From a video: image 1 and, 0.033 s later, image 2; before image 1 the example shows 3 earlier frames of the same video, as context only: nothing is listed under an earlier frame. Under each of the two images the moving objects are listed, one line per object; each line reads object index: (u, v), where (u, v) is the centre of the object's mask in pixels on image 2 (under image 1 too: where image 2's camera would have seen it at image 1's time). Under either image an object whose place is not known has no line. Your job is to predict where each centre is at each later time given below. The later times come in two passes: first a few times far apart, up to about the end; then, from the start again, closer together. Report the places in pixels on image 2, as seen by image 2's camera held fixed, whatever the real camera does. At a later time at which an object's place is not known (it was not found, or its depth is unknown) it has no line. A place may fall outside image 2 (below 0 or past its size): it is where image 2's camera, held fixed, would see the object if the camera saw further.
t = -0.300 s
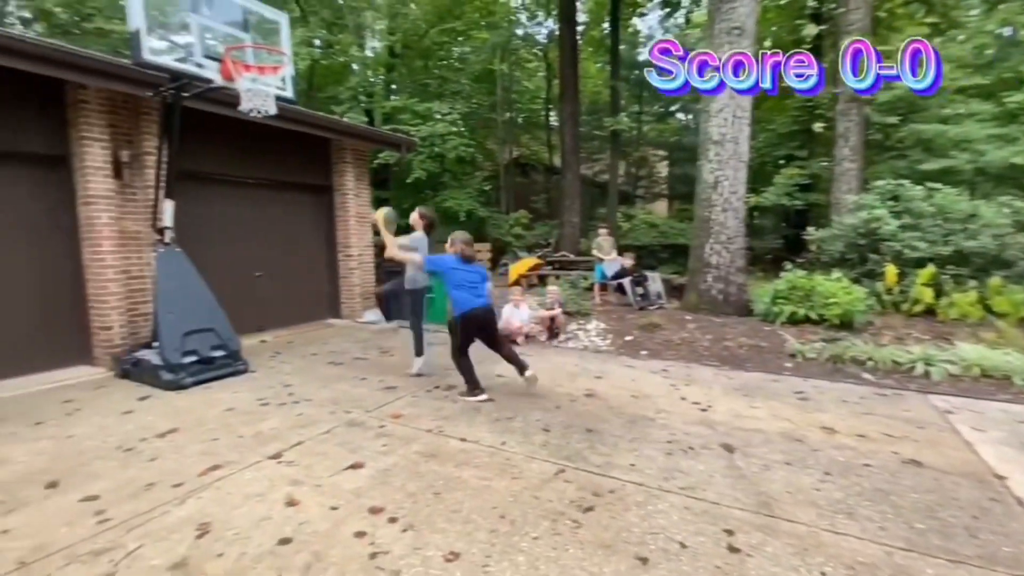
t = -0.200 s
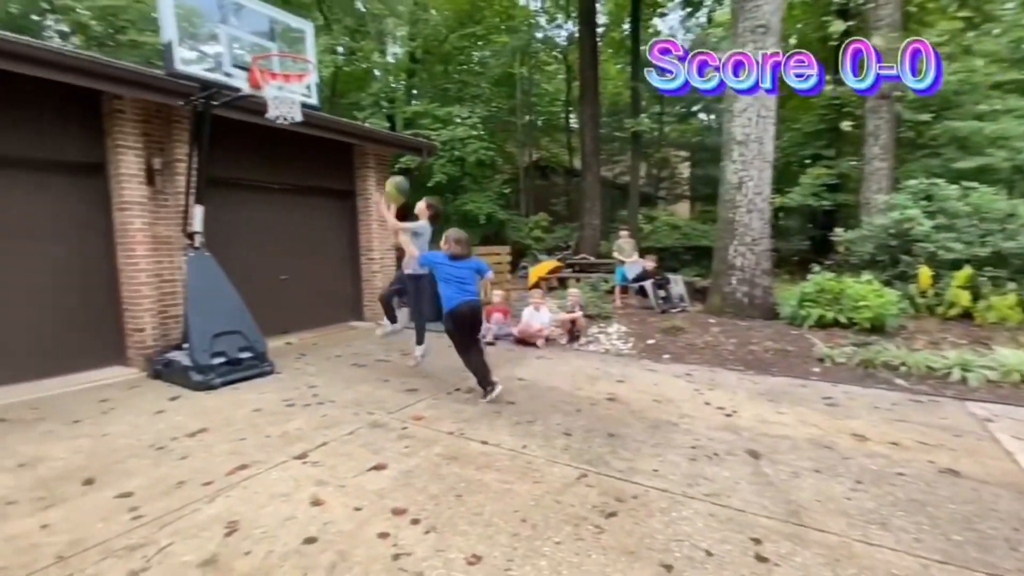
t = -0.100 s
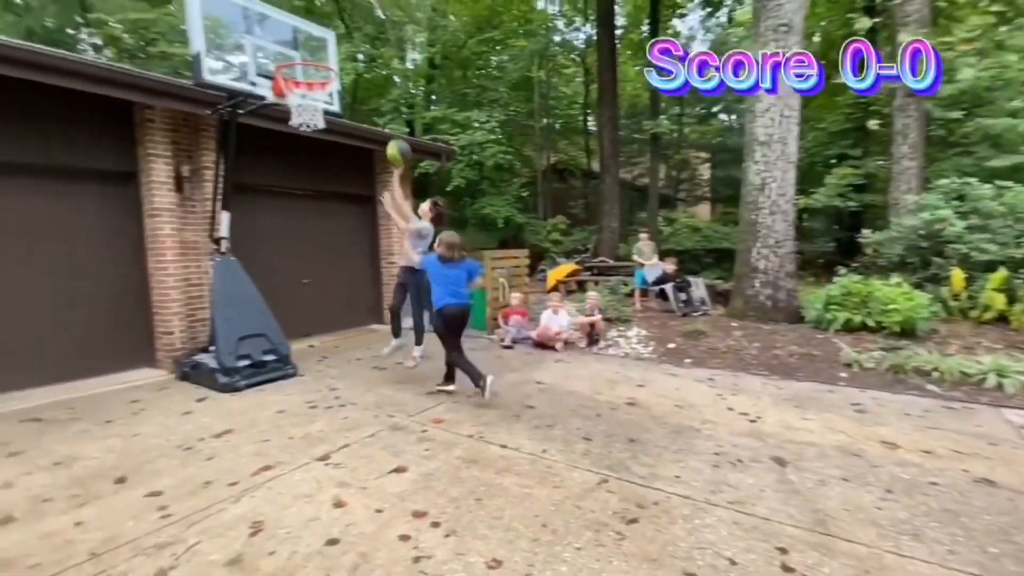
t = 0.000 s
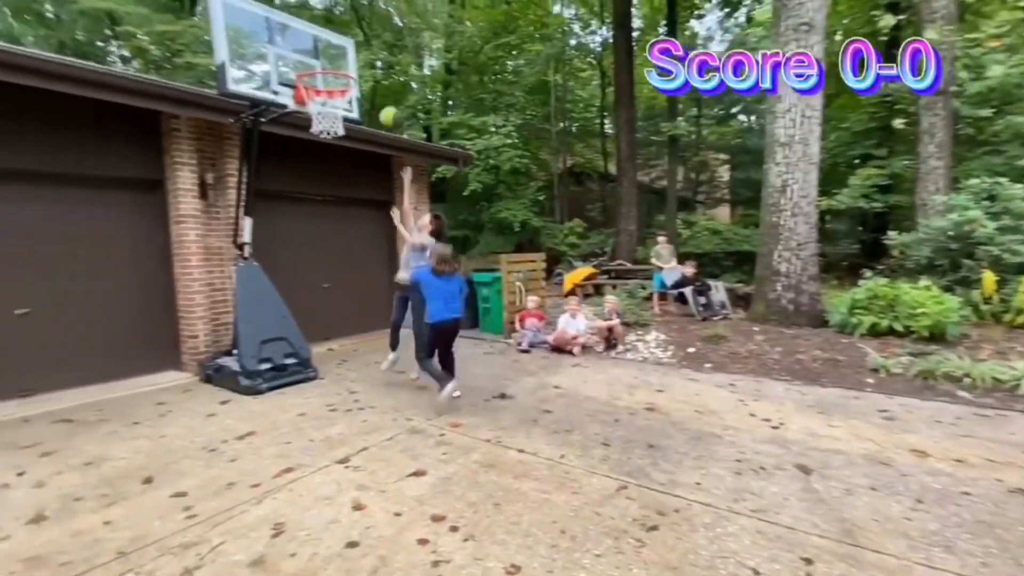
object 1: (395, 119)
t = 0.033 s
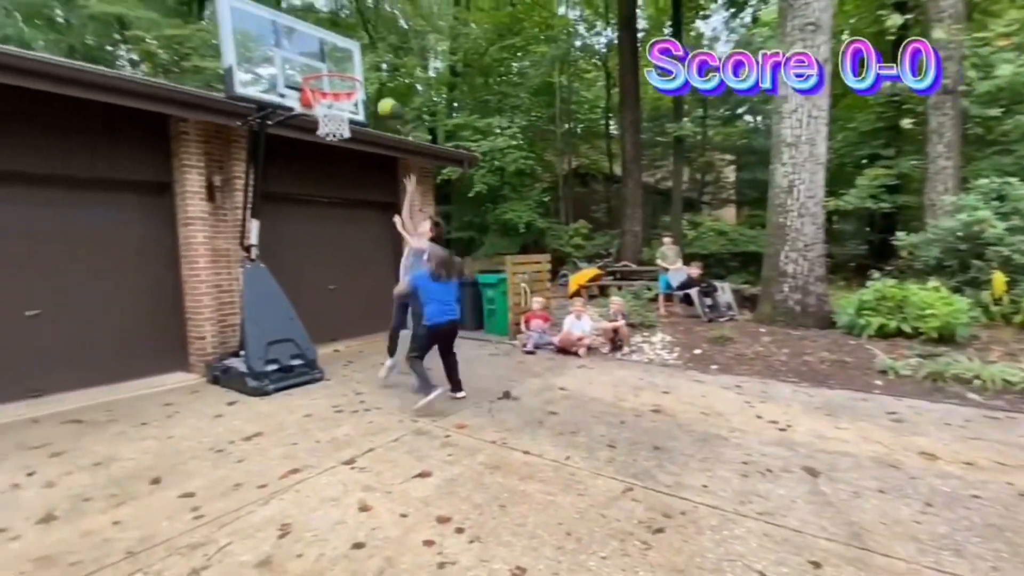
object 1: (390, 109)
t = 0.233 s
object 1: (342, 69)
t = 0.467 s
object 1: (328, 76)
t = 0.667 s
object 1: (336, 111)
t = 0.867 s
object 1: (355, 150)
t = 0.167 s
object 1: (363, 80)
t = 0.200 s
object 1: (349, 77)
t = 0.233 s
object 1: (342, 69)
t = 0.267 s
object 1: (333, 67)
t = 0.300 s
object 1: (327, 66)
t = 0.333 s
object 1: (326, 65)
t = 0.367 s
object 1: (327, 65)
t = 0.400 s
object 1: (327, 67)
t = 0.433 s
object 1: (328, 68)
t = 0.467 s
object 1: (328, 76)
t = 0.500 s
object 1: (326, 80)
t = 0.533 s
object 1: (328, 86)
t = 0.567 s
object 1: (329, 95)
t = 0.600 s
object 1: (331, 100)
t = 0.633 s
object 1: (333, 111)
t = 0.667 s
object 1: (336, 111)
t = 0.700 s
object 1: (340, 117)
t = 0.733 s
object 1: (344, 117)
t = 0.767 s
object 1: (349, 120)
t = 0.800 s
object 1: (348, 129)
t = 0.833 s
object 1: (352, 140)
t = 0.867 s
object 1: (355, 150)
